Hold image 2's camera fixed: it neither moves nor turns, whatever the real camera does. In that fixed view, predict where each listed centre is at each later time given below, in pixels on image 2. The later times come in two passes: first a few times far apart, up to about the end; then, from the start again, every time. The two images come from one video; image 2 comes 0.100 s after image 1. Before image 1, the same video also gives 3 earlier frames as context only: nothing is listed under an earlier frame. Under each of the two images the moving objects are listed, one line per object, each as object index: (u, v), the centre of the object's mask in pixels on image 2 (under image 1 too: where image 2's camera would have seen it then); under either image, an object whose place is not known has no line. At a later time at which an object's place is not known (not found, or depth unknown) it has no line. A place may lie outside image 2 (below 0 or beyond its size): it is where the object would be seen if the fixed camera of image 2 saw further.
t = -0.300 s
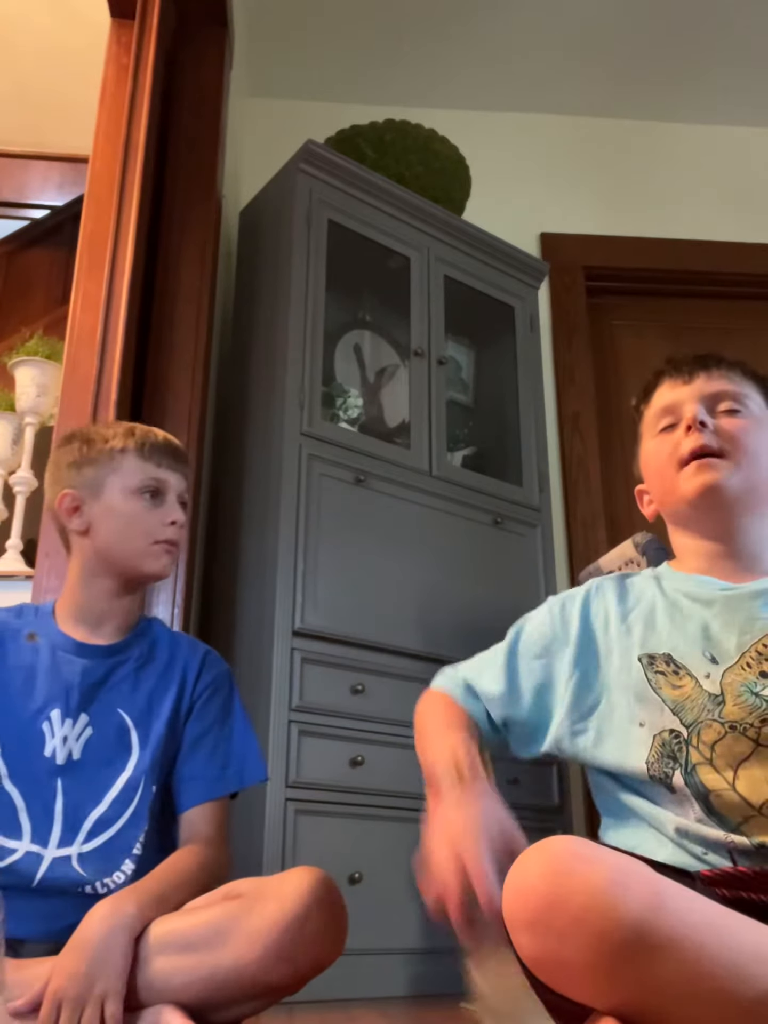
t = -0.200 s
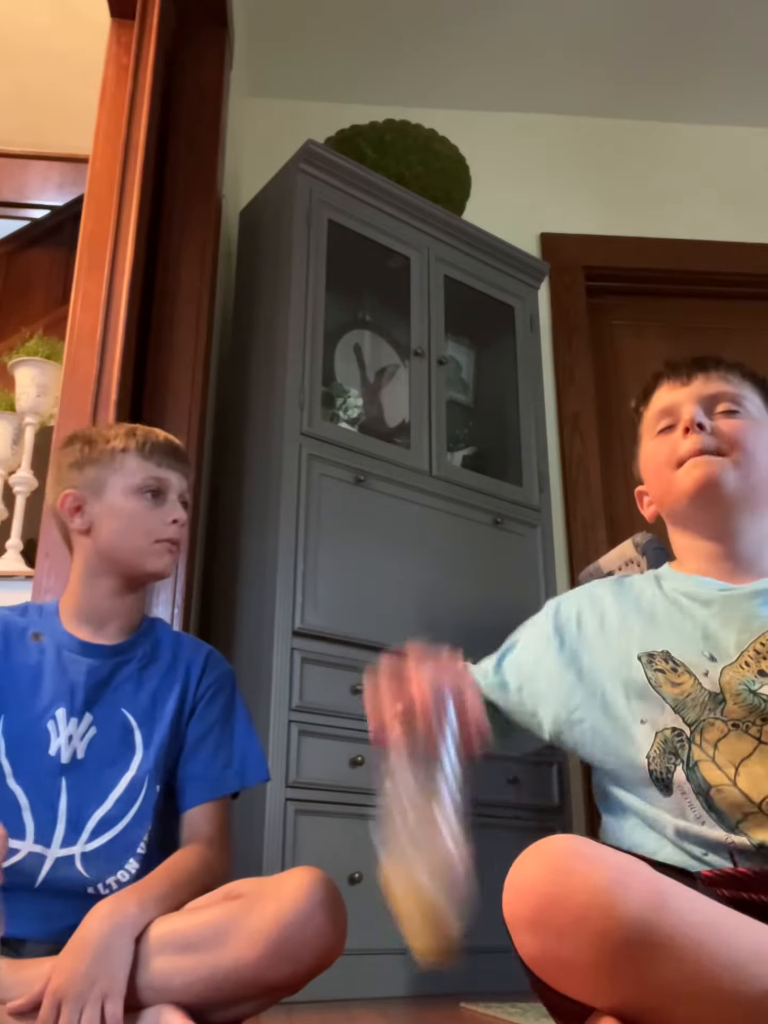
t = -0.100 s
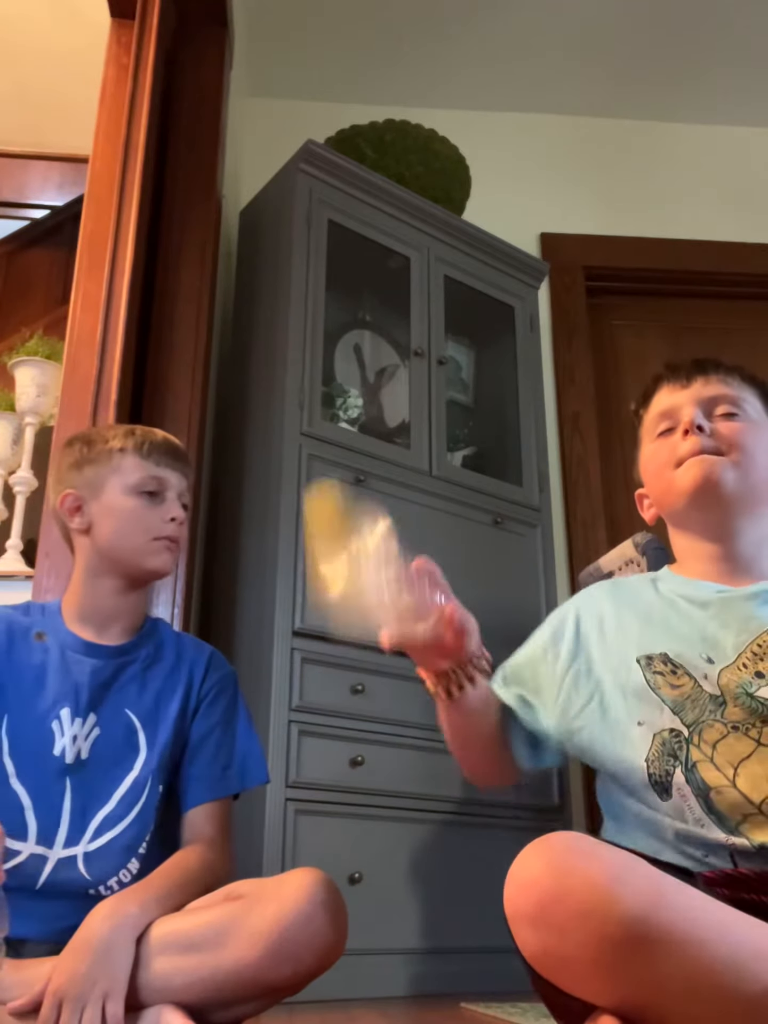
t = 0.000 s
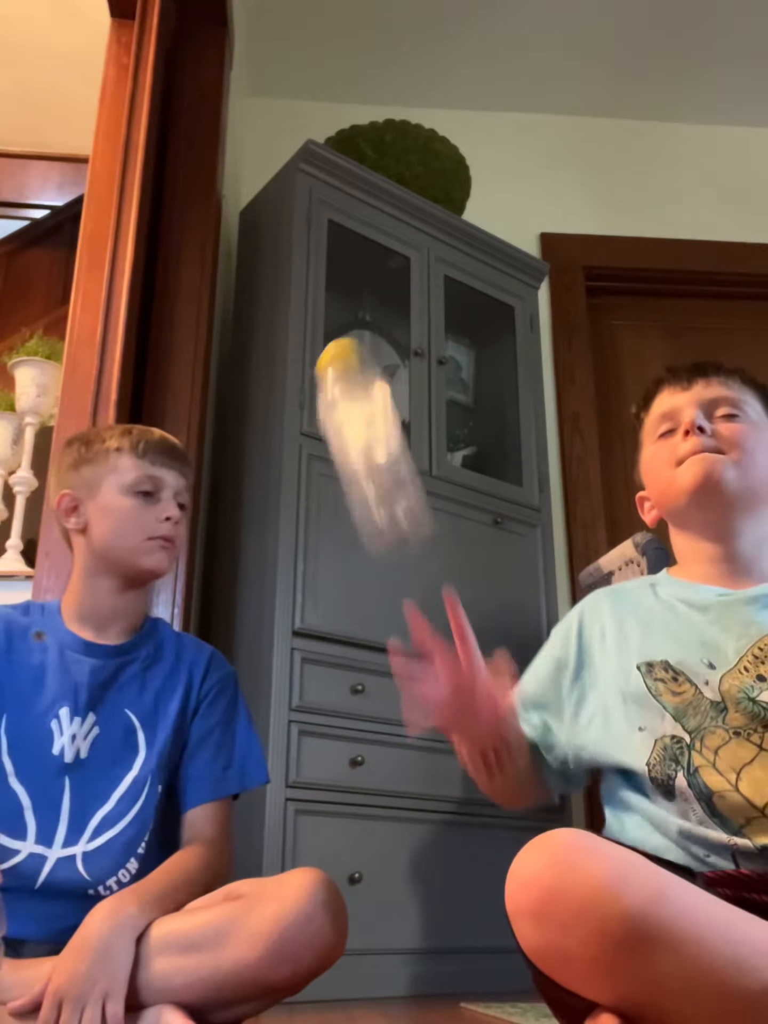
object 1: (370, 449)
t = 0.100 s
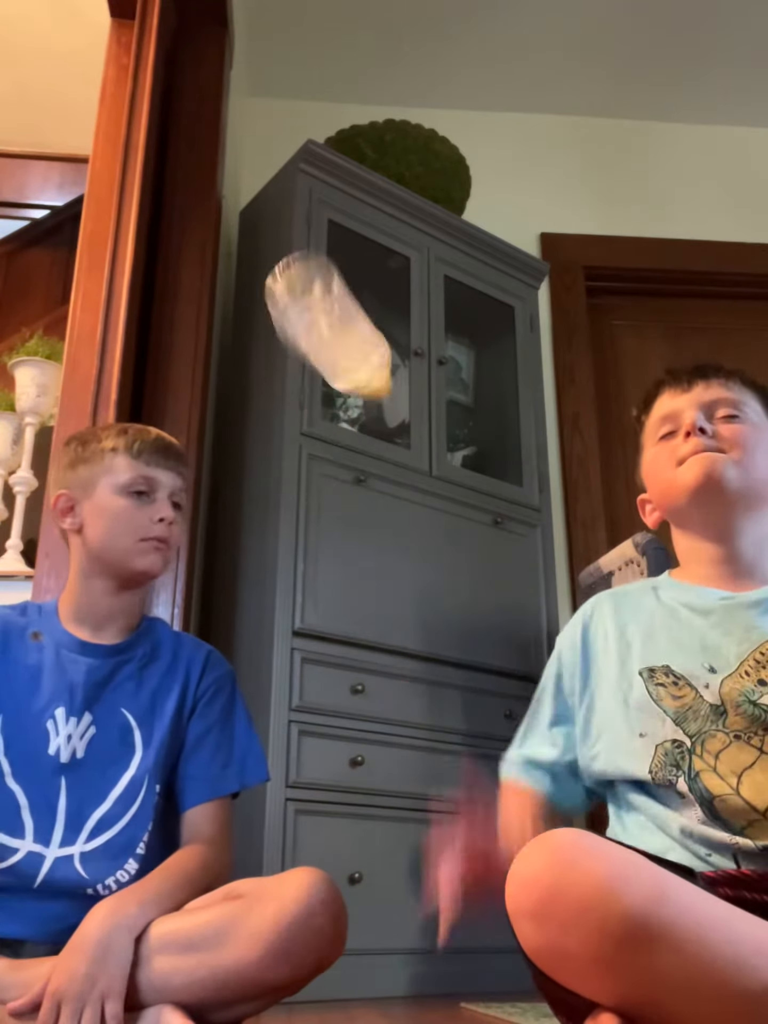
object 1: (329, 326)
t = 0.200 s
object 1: (334, 366)
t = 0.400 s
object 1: (334, 763)
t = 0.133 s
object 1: (332, 330)
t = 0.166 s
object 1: (332, 340)
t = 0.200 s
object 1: (334, 366)
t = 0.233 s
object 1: (334, 402)
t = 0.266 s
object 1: (334, 447)
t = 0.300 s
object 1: (335, 503)
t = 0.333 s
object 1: (335, 574)
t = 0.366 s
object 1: (335, 661)
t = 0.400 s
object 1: (334, 763)
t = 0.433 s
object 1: (332, 896)
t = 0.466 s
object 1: (339, 961)
